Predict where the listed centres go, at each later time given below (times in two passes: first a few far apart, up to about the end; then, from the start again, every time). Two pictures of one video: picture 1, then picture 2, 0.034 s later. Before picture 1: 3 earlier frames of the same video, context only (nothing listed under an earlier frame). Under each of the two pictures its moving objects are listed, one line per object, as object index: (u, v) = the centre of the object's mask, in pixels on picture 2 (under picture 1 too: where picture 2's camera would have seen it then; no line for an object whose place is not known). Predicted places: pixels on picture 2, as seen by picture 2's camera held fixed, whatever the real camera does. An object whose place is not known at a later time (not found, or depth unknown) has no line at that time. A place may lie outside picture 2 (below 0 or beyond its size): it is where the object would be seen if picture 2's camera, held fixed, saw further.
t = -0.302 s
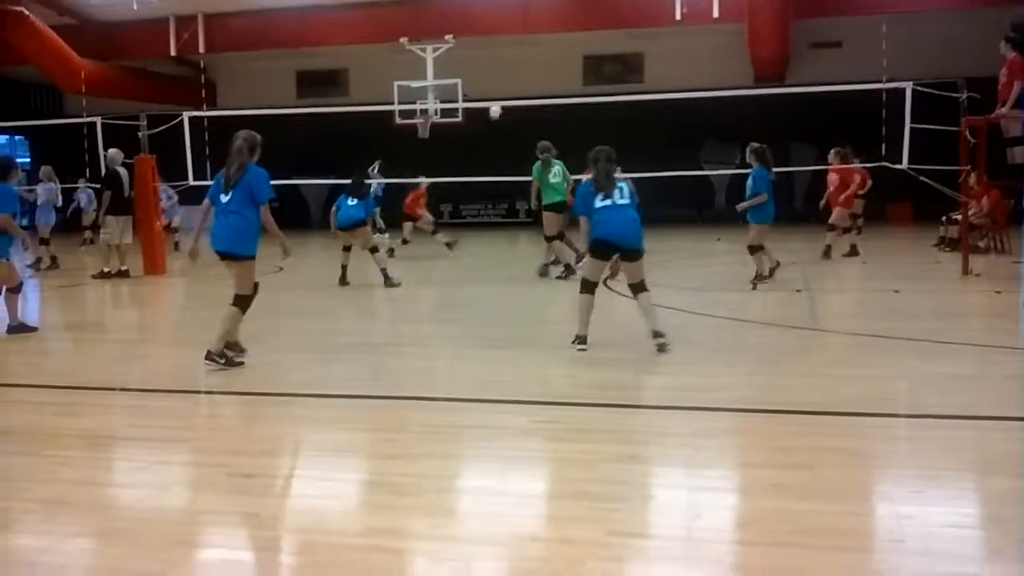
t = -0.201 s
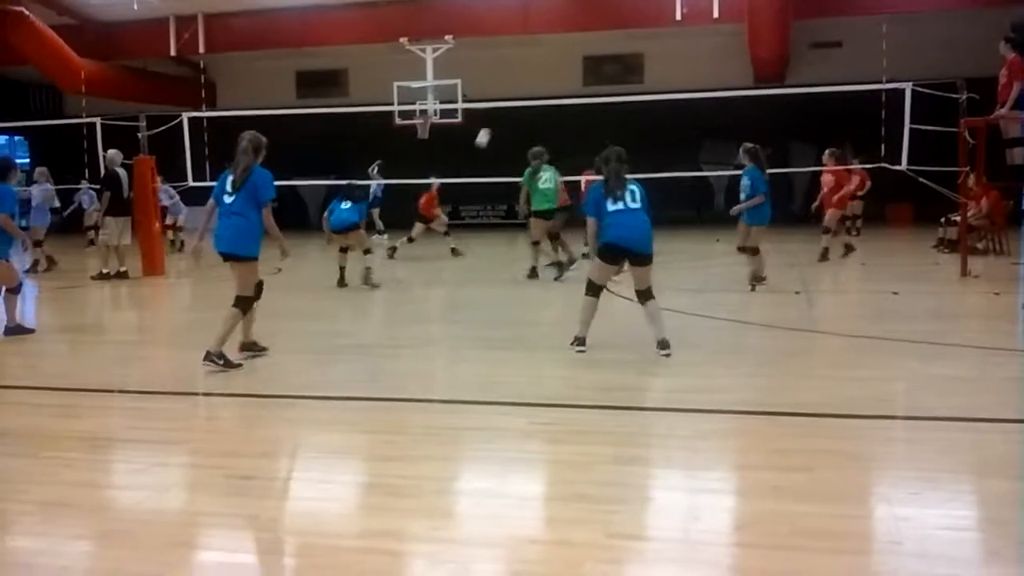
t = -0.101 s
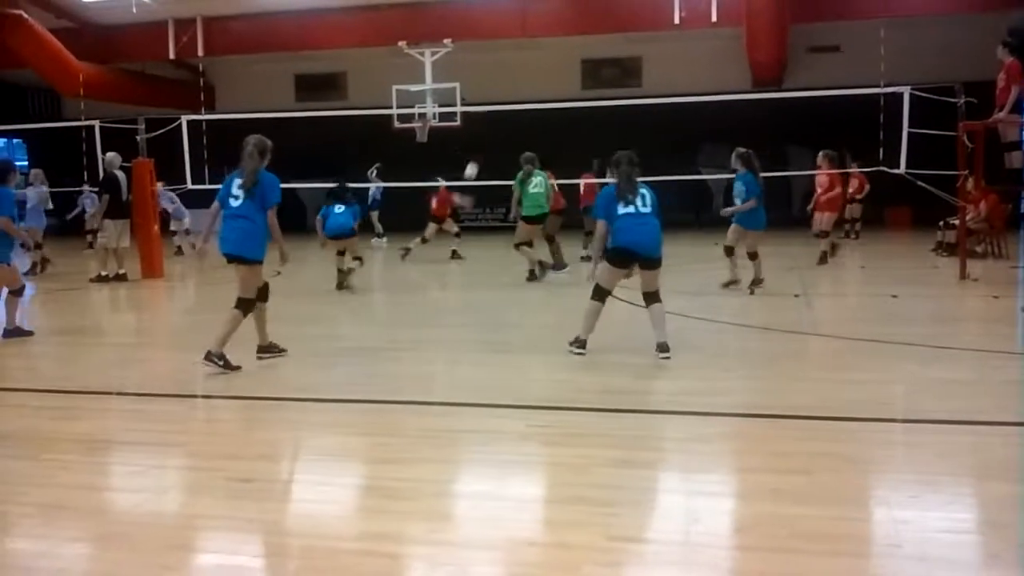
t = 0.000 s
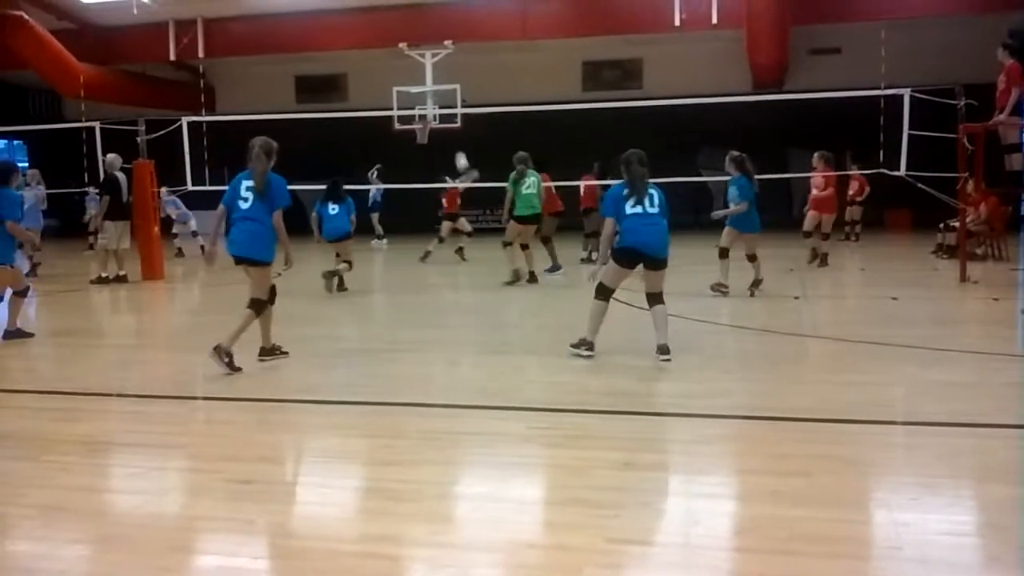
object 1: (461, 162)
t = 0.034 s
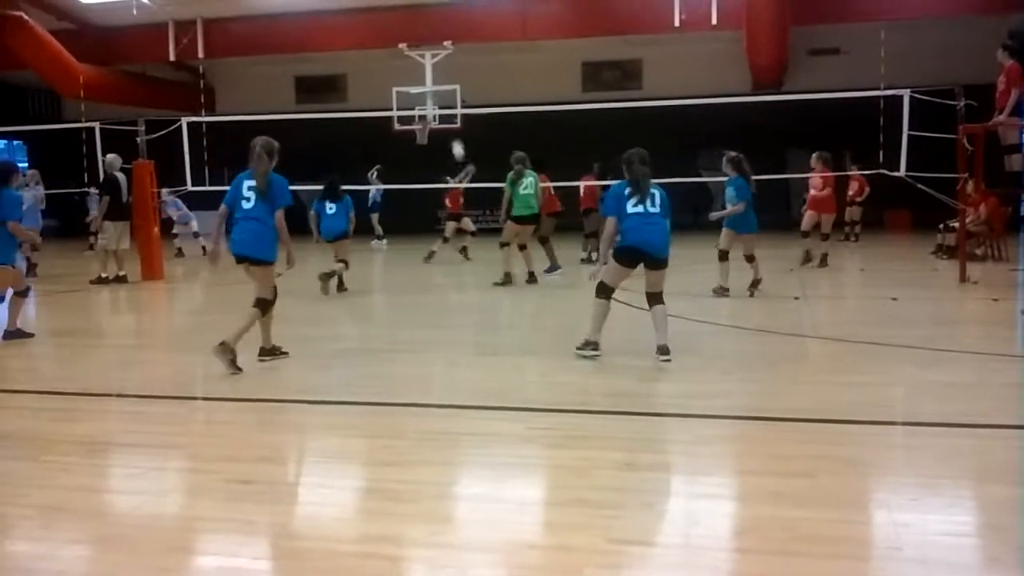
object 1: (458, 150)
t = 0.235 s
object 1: (437, 81)
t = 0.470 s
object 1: (405, 27)
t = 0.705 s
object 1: (367, 6)
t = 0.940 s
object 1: (318, 37)
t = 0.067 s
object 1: (455, 138)
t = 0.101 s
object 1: (452, 126)
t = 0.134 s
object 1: (447, 113)
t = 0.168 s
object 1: (444, 101)
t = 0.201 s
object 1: (440, 91)
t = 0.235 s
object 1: (437, 81)
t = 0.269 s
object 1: (433, 73)
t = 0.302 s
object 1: (427, 60)
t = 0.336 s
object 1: (423, 53)
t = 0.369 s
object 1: (419, 44)
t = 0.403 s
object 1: (415, 39)
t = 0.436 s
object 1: (410, 33)
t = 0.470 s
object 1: (405, 27)
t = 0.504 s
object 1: (400, 21)
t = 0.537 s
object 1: (395, 16)
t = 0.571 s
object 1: (390, 12)
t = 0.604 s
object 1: (384, 9)
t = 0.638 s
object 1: (379, 7)
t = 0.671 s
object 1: (373, 6)
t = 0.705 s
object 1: (367, 6)
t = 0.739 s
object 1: (361, 6)
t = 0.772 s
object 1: (355, 8)
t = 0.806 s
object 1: (347, 11)
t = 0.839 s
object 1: (341, 15)
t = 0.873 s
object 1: (334, 21)
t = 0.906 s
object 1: (326, 28)
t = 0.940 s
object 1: (318, 37)
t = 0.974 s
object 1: (311, 46)
